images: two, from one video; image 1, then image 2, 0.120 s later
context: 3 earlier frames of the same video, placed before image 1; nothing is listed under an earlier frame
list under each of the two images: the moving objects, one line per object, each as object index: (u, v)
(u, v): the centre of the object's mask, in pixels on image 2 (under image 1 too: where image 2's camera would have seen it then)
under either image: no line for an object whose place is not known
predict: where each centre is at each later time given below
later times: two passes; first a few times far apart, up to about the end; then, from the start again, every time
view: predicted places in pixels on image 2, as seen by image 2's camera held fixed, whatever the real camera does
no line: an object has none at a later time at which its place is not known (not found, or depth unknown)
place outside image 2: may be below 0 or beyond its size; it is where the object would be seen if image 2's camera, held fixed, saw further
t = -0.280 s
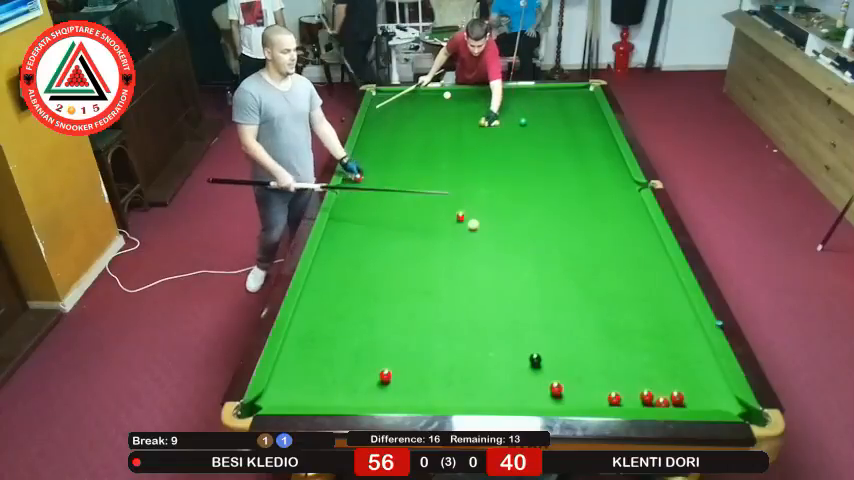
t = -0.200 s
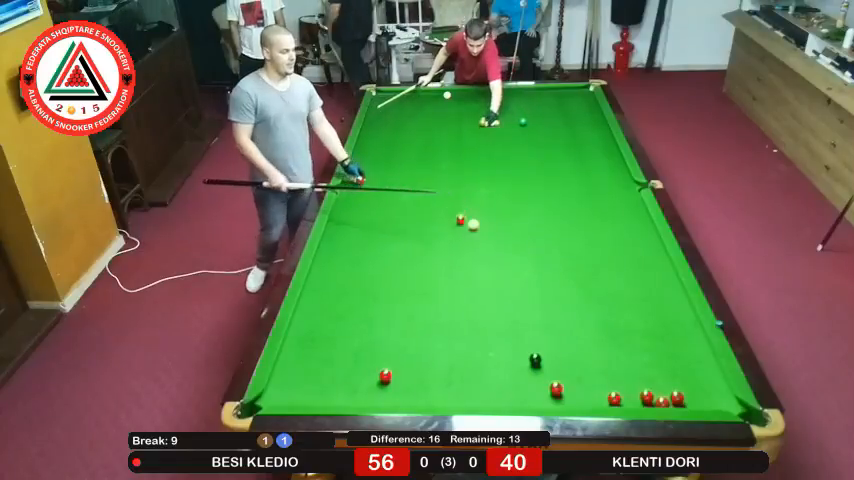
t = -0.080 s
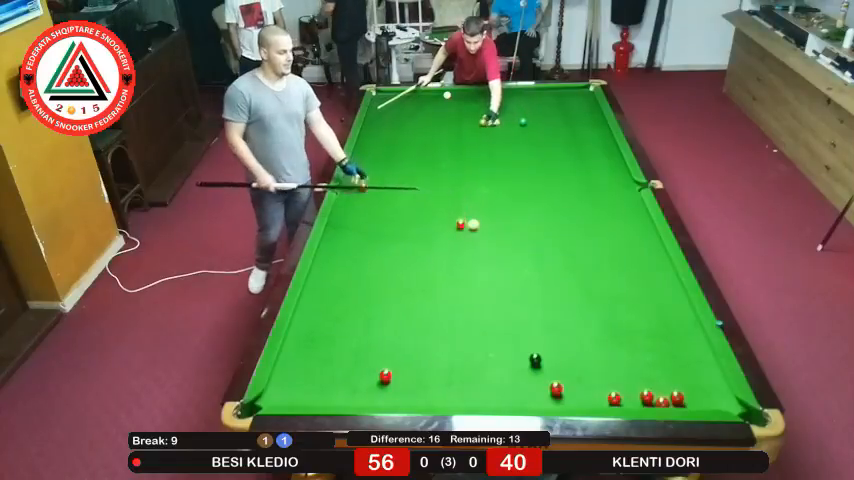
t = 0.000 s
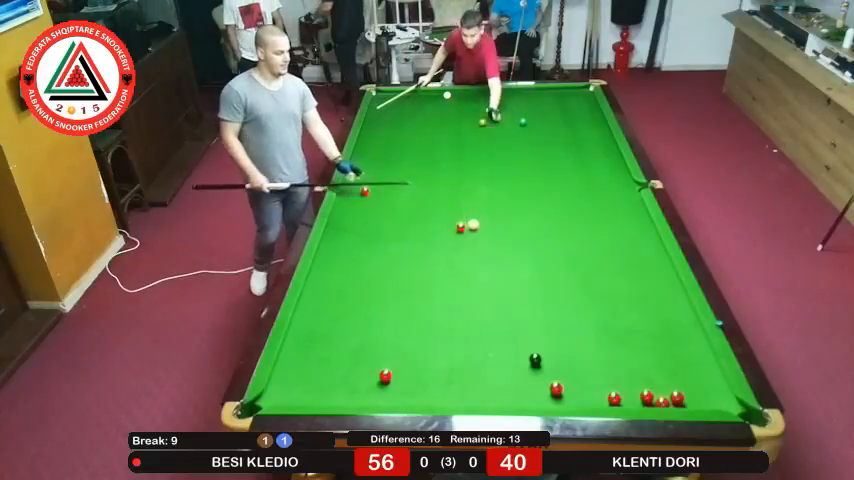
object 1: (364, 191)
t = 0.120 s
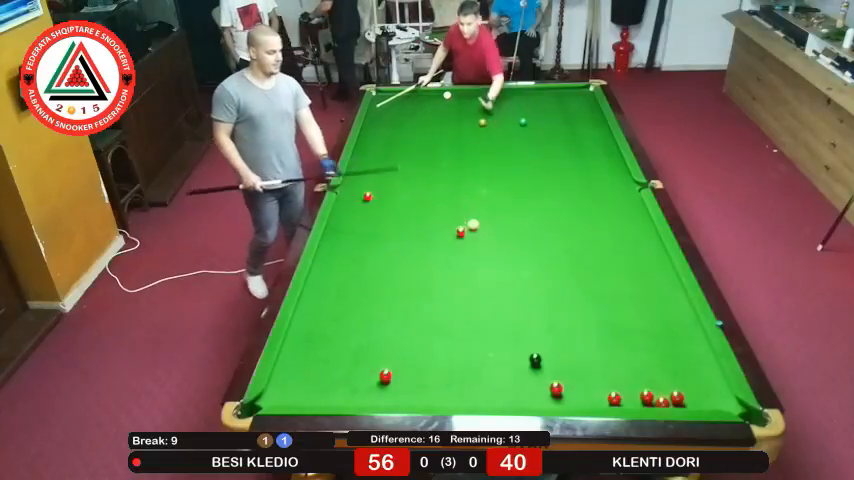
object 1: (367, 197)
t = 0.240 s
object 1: (369, 202)
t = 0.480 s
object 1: (375, 213)
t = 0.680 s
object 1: (379, 223)
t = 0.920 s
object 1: (385, 235)
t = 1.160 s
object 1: (391, 247)
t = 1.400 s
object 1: (396, 259)
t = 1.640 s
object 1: (402, 271)
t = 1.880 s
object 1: (407, 283)
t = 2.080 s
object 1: (412, 293)
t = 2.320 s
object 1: (417, 305)
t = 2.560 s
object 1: (422, 317)
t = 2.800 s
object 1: (427, 329)
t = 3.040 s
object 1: (431, 340)
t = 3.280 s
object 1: (435, 351)
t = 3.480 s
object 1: (439, 360)
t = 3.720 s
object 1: (443, 370)
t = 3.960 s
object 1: (447, 379)
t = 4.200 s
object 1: (450, 388)
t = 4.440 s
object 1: (453, 395)
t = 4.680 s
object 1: (455, 398)
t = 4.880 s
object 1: (457, 396)
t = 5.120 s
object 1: (458, 395)
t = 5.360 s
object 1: (458, 393)
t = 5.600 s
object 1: (459, 393)
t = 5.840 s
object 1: (458, 392)
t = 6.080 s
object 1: (458, 393)
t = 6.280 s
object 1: (458, 393)
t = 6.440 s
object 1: (458, 393)
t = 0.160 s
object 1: (368, 198)
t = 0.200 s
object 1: (369, 200)
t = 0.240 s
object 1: (369, 202)
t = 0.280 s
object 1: (371, 204)
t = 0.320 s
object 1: (371, 206)
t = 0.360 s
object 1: (372, 207)
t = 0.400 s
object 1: (372, 209)
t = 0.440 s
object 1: (374, 211)
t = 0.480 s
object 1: (375, 213)
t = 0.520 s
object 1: (376, 215)
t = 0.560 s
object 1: (377, 217)
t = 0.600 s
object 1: (378, 219)
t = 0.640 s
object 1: (378, 221)
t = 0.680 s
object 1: (379, 223)
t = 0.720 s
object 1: (380, 225)
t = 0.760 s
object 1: (381, 227)
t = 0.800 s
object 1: (382, 229)
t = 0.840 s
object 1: (383, 230)
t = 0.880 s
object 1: (384, 233)
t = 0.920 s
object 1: (385, 235)
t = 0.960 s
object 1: (386, 237)
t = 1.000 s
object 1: (387, 239)
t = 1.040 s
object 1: (388, 241)
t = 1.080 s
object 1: (389, 243)
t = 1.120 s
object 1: (390, 245)
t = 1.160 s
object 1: (391, 247)
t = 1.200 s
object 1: (392, 249)
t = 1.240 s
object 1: (393, 251)
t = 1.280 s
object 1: (394, 253)
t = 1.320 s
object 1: (395, 255)
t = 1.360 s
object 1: (395, 257)
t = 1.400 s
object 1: (396, 259)
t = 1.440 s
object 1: (397, 261)
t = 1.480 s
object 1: (398, 263)
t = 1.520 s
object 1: (399, 265)
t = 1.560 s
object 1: (400, 267)
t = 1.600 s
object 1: (401, 269)
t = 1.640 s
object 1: (402, 271)
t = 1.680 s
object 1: (403, 273)
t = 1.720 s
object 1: (404, 275)
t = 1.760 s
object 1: (405, 277)
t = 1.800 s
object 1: (406, 279)
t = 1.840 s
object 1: (407, 281)
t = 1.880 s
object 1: (407, 283)
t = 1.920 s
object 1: (409, 285)
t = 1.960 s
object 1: (409, 287)
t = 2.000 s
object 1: (410, 289)
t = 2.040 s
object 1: (411, 291)
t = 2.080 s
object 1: (412, 293)
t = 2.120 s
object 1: (413, 295)
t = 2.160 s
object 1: (414, 297)
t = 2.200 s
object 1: (415, 299)
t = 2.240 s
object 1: (416, 301)
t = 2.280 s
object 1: (416, 303)
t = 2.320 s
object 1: (417, 305)
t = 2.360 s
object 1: (418, 307)
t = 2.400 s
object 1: (419, 309)
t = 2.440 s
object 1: (419, 311)
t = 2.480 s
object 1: (420, 313)
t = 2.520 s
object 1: (421, 315)
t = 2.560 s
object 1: (422, 317)
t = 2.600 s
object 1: (423, 319)
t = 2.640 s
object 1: (424, 321)
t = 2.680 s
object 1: (425, 323)
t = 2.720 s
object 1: (425, 325)
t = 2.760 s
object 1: (426, 327)
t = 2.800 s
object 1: (427, 329)
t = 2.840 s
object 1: (428, 330)
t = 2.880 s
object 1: (429, 332)
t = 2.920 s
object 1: (429, 335)
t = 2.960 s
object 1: (430, 337)
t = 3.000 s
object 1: (431, 338)
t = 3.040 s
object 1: (431, 340)
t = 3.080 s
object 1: (432, 342)
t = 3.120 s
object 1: (433, 344)
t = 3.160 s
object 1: (434, 346)
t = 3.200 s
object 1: (434, 348)
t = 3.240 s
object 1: (435, 350)
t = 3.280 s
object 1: (435, 351)
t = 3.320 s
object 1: (436, 353)
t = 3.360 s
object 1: (437, 355)
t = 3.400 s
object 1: (438, 357)
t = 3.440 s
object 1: (439, 359)
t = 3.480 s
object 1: (439, 360)
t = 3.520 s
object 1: (440, 362)
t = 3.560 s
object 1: (440, 364)
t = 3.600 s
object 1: (441, 365)
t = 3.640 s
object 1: (442, 367)
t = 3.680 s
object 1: (442, 369)
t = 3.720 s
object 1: (443, 370)
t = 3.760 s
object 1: (444, 372)
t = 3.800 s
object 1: (444, 373)
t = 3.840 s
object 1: (445, 375)
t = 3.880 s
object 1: (445, 376)
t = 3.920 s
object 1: (446, 378)
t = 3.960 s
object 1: (447, 379)
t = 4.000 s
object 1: (447, 381)
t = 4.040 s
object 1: (448, 383)
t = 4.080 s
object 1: (448, 384)
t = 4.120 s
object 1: (449, 385)
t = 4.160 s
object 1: (449, 387)
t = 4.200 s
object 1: (450, 388)
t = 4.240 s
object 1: (450, 390)
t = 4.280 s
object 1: (451, 391)
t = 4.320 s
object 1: (451, 392)
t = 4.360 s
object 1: (452, 393)
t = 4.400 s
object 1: (452, 394)
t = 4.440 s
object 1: (453, 395)
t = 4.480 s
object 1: (453, 396)
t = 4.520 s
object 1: (453, 396)
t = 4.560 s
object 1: (454, 397)
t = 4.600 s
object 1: (454, 398)
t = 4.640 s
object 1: (455, 398)
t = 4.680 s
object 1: (455, 398)
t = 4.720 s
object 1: (456, 398)
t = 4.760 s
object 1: (456, 397)
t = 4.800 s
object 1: (456, 397)
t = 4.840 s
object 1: (456, 396)
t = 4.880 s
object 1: (457, 396)
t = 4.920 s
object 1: (457, 396)
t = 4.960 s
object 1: (457, 396)
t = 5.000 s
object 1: (457, 395)
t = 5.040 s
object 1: (457, 395)
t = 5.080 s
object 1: (458, 395)
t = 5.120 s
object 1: (458, 395)
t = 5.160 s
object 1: (458, 394)
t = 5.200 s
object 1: (458, 394)
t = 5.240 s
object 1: (458, 394)
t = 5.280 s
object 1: (458, 394)
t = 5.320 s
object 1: (458, 393)
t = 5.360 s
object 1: (458, 393)
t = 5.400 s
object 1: (458, 393)
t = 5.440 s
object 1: (458, 393)
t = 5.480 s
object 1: (458, 393)
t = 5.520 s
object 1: (459, 393)
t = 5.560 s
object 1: (459, 393)
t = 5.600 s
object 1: (459, 393)
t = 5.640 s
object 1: (458, 393)
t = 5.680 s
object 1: (458, 393)
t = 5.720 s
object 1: (458, 393)
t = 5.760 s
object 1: (458, 393)
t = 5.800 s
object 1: (458, 393)
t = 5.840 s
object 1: (458, 392)
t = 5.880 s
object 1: (458, 393)
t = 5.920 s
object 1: (458, 393)
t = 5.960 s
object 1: (458, 393)
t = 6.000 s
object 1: (458, 393)
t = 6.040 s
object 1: (458, 393)
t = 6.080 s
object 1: (458, 393)
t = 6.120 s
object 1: (458, 393)
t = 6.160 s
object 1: (458, 393)
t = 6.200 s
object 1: (458, 393)
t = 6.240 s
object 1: (458, 393)
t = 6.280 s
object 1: (458, 393)
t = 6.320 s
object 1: (458, 393)
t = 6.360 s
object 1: (458, 393)
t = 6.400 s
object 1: (458, 393)
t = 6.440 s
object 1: (458, 393)
